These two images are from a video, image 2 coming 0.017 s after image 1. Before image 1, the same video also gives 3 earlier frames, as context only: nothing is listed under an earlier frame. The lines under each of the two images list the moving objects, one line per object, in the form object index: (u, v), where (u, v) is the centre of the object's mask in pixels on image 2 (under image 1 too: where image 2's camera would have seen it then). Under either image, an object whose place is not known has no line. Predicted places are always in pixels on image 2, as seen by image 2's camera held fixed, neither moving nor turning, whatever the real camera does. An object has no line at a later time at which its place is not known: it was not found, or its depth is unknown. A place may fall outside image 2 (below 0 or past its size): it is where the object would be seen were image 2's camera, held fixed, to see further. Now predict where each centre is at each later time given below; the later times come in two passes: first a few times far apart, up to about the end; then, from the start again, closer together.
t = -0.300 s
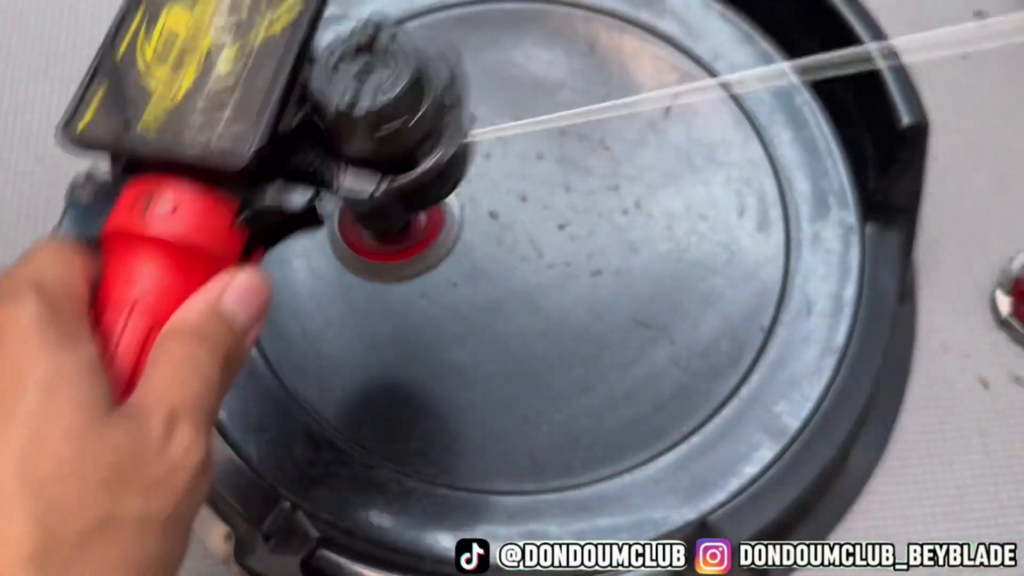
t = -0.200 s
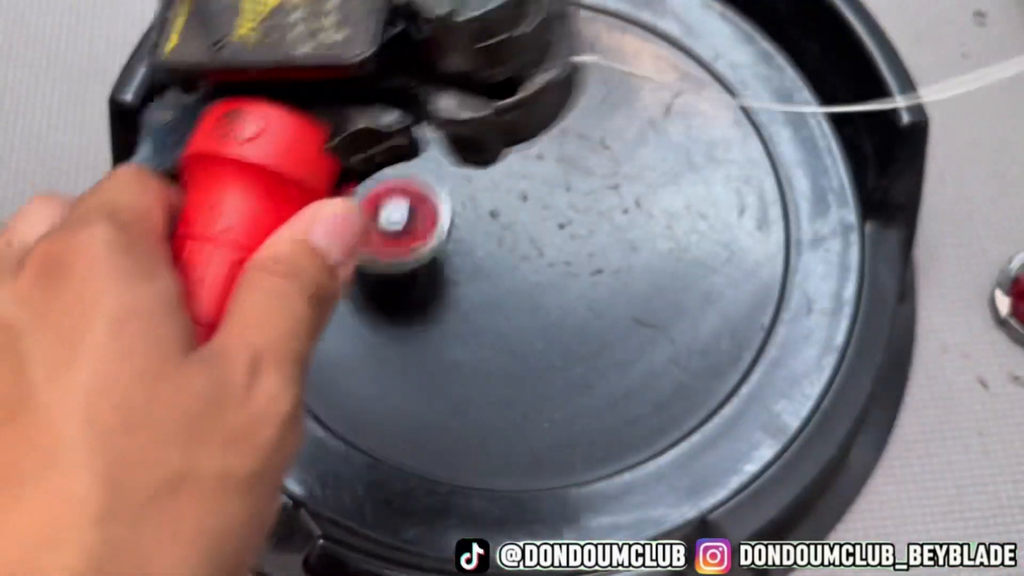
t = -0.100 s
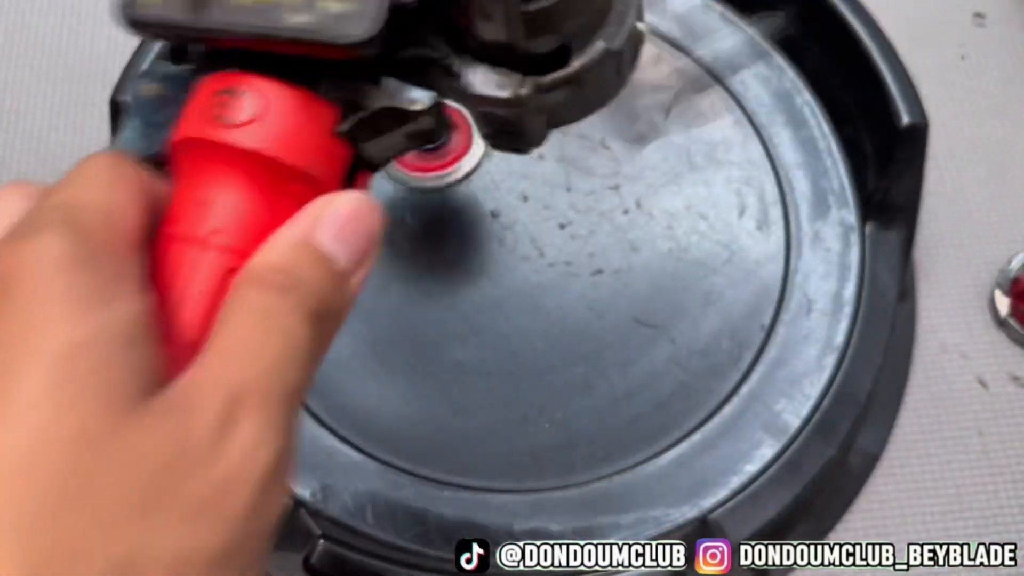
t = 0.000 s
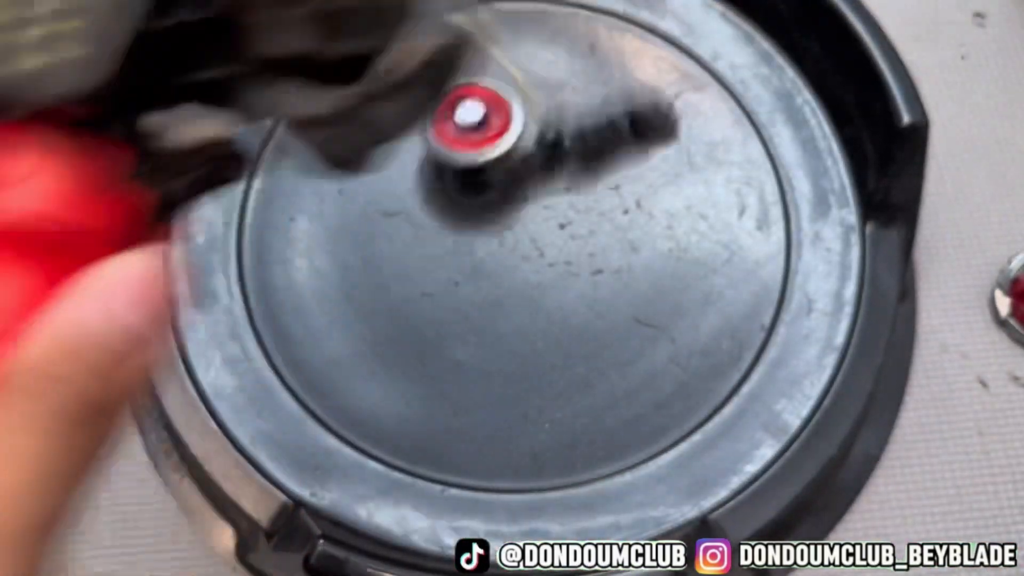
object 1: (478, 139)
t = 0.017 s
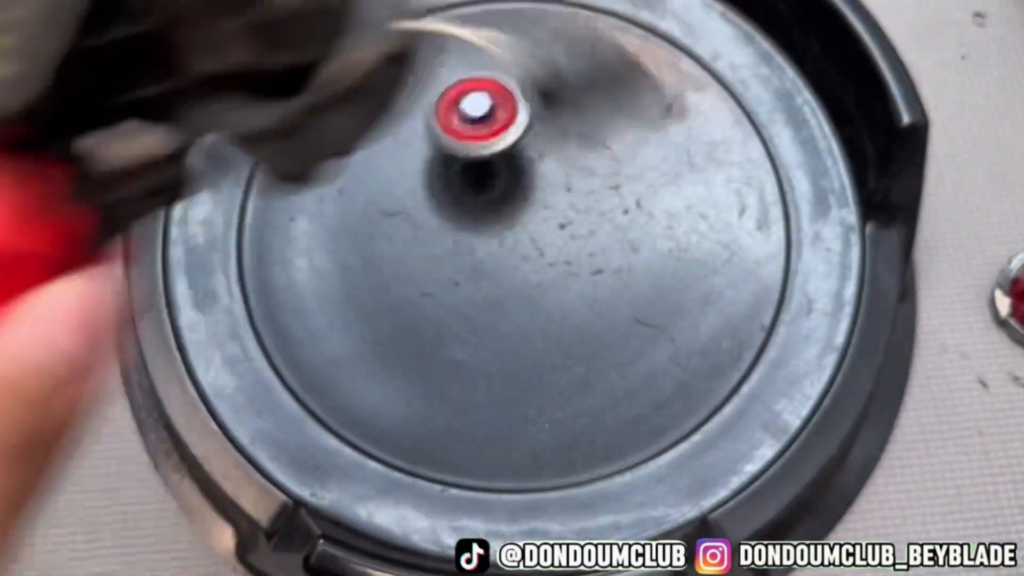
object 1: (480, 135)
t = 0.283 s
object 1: (527, 170)
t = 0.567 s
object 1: (422, 314)
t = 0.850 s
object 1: (549, 442)
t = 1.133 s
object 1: (690, 132)
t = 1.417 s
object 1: (395, 45)
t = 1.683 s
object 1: (423, 405)
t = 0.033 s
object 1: (486, 133)
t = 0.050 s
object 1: (492, 130)
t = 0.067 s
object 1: (499, 128)
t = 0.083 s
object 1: (505, 130)
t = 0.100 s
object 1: (510, 130)
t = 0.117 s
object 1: (513, 130)
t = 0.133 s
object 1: (516, 129)
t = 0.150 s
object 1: (520, 130)
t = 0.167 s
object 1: (523, 133)
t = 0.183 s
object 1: (526, 138)
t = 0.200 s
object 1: (527, 143)
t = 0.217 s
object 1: (528, 147)
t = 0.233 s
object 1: (529, 151)
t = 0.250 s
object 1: (529, 157)
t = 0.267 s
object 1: (529, 163)
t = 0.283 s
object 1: (527, 170)
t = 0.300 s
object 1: (525, 175)
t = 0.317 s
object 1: (522, 184)
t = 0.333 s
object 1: (519, 194)
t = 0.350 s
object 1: (514, 200)
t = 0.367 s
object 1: (510, 205)
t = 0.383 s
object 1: (504, 215)
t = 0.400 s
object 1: (497, 221)
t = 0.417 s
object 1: (491, 231)
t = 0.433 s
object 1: (483, 238)
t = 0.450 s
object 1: (474, 247)
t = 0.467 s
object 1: (465, 255)
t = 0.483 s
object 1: (457, 264)
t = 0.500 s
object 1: (449, 273)
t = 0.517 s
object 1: (441, 283)
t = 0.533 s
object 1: (434, 292)
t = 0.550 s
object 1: (428, 303)
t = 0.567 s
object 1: (422, 314)
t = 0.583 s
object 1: (418, 324)
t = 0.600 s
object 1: (415, 335)
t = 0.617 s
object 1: (414, 345)
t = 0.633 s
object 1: (414, 355)
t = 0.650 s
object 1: (415, 366)
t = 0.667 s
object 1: (418, 376)
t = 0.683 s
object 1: (422, 386)
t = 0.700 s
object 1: (428, 396)
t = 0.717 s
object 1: (435, 406)
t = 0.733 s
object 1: (444, 416)
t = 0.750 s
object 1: (454, 424)
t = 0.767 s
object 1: (466, 430)
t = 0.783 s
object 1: (480, 436)
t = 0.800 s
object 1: (495, 440)
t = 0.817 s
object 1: (512, 443)
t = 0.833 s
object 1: (530, 444)
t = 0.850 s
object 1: (549, 442)
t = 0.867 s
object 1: (569, 439)
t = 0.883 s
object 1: (590, 433)
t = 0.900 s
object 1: (611, 423)
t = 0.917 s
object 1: (629, 412)
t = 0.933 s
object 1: (649, 397)
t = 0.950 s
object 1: (666, 380)
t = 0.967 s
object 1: (681, 362)
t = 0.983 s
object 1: (695, 342)
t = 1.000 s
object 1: (704, 321)
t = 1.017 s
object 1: (712, 298)
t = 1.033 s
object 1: (716, 274)
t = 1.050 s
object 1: (718, 250)
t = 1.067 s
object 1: (717, 225)
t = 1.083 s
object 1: (714, 203)
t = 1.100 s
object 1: (707, 179)
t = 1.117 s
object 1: (700, 155)
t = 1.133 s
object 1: (690, 132)
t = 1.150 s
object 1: (678, 111)
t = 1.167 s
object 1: (662, 93)
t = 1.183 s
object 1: (646, 75)
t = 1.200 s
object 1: (629, 59)
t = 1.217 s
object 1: (609, 43)
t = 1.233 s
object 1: (588, 33)
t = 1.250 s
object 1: (566, 27)
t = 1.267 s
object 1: (543, 22)
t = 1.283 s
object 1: (519, 18)
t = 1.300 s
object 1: (494, 16)
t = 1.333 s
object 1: (442, 14)
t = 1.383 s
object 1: (399, 16)
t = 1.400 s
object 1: (397, 28)
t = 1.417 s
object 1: (395, 45)
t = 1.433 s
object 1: (392, 57)
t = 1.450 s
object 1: (391, 77)
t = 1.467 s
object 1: (390, 101)
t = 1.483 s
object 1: (387, 119)
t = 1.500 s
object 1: (385, 140)
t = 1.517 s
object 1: (384, 164)
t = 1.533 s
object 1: (384, 187)
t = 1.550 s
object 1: (380, 210)
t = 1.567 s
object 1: (380, 233)
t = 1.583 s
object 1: (380, 259)
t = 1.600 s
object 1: (381, 284)
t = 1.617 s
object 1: (385, 309)
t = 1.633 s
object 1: (391, 334)
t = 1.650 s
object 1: (399, 358)
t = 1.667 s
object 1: (410, 381)
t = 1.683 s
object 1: (423, 405)
